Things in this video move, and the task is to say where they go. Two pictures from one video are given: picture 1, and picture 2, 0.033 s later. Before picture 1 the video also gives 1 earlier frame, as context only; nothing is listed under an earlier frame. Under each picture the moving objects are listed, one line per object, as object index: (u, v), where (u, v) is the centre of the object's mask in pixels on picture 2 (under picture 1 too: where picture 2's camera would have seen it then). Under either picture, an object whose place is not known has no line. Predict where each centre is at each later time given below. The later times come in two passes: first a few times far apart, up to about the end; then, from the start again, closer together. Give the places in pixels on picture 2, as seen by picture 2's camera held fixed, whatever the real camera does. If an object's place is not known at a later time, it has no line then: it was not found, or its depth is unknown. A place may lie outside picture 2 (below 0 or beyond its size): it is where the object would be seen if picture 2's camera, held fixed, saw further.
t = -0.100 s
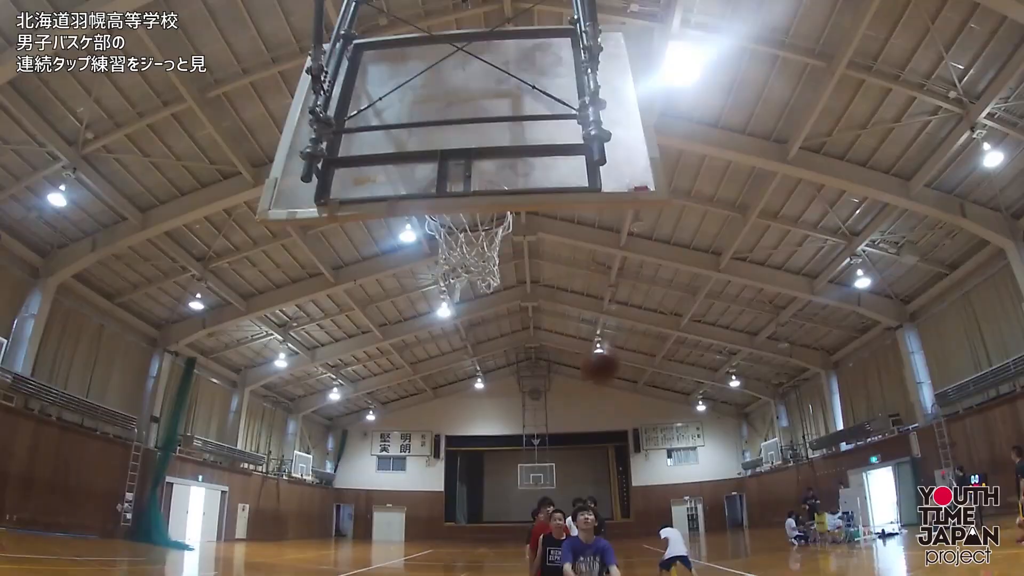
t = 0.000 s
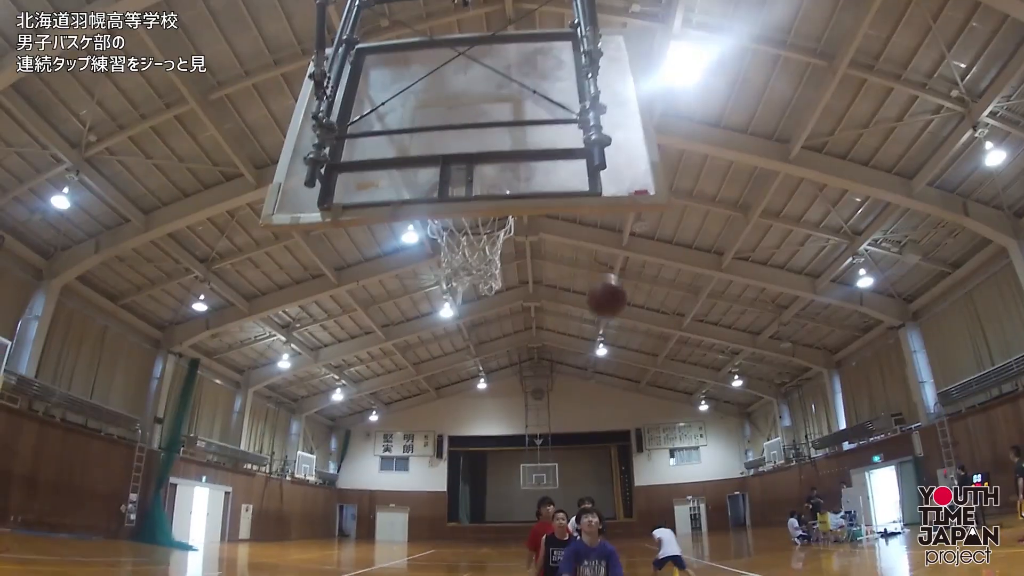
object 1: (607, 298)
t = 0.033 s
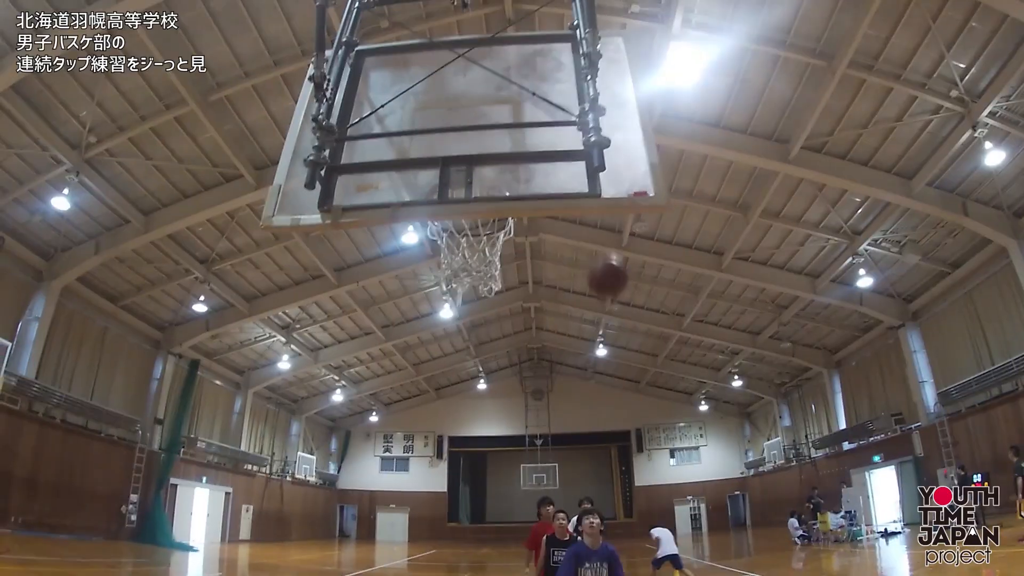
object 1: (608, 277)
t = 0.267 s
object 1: (621, 177)
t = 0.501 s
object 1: (629, 277)
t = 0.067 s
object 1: (610, 256)
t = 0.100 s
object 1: (611, 238)
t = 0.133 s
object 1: (614, 225)
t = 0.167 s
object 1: (616, 218)
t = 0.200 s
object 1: (615, 185)
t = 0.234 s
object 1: (623, 168)
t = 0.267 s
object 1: (621, 177)
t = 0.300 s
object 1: (614, 190)
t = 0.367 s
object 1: (619, 224)
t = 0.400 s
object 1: (620, 232)
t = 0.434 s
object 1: (625, 242)
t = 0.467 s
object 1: (627, 260)
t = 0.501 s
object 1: (629, 277)
